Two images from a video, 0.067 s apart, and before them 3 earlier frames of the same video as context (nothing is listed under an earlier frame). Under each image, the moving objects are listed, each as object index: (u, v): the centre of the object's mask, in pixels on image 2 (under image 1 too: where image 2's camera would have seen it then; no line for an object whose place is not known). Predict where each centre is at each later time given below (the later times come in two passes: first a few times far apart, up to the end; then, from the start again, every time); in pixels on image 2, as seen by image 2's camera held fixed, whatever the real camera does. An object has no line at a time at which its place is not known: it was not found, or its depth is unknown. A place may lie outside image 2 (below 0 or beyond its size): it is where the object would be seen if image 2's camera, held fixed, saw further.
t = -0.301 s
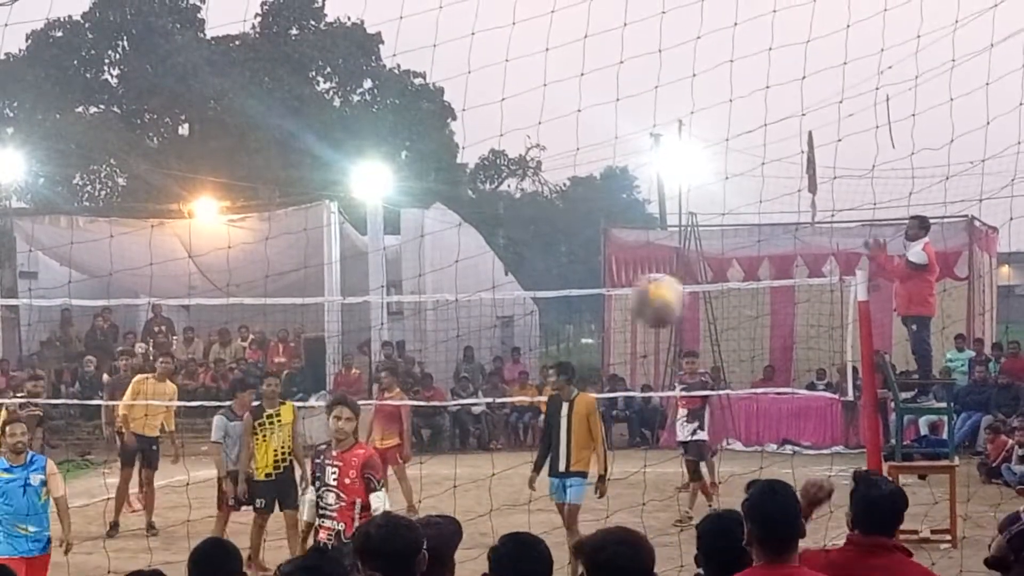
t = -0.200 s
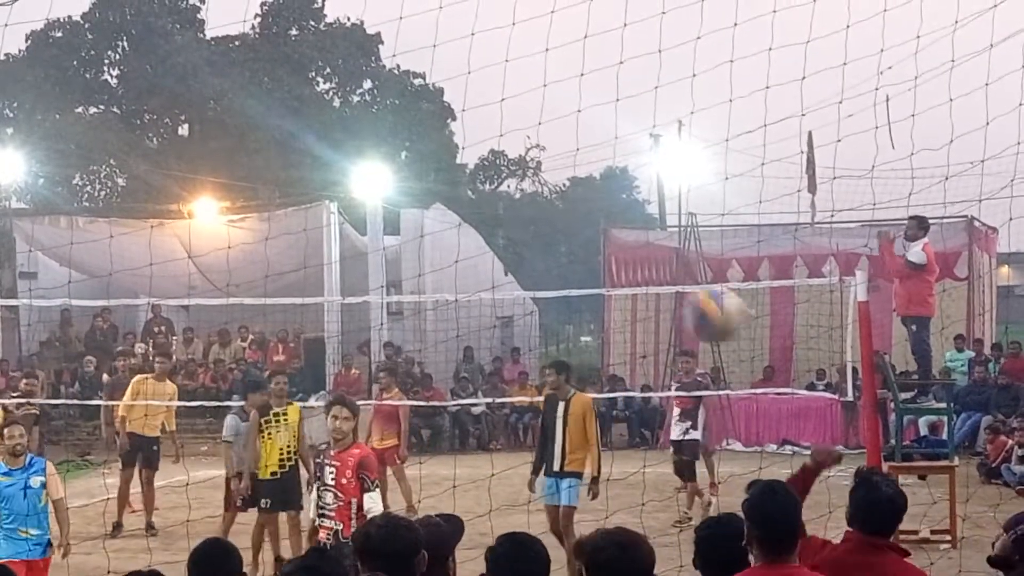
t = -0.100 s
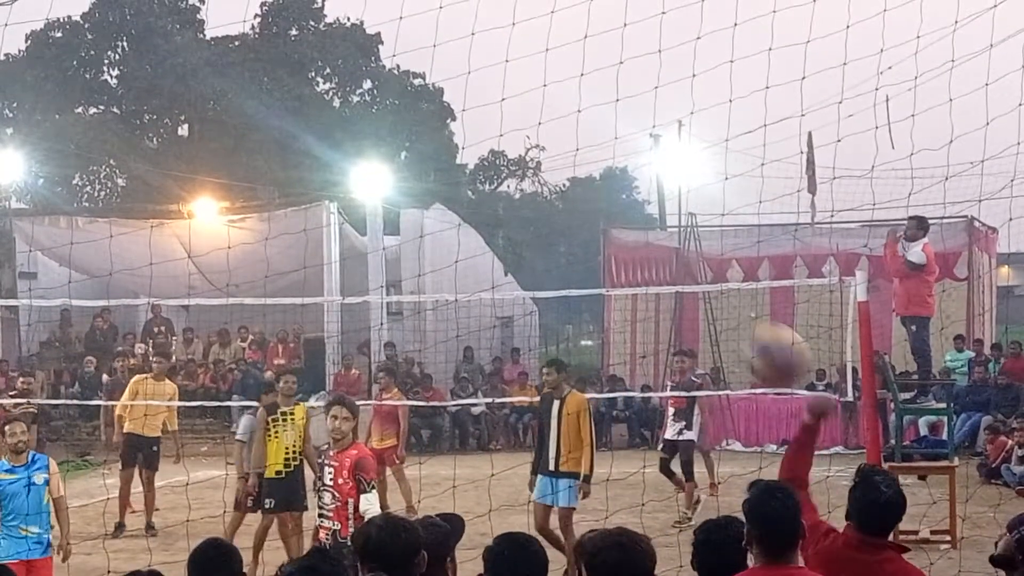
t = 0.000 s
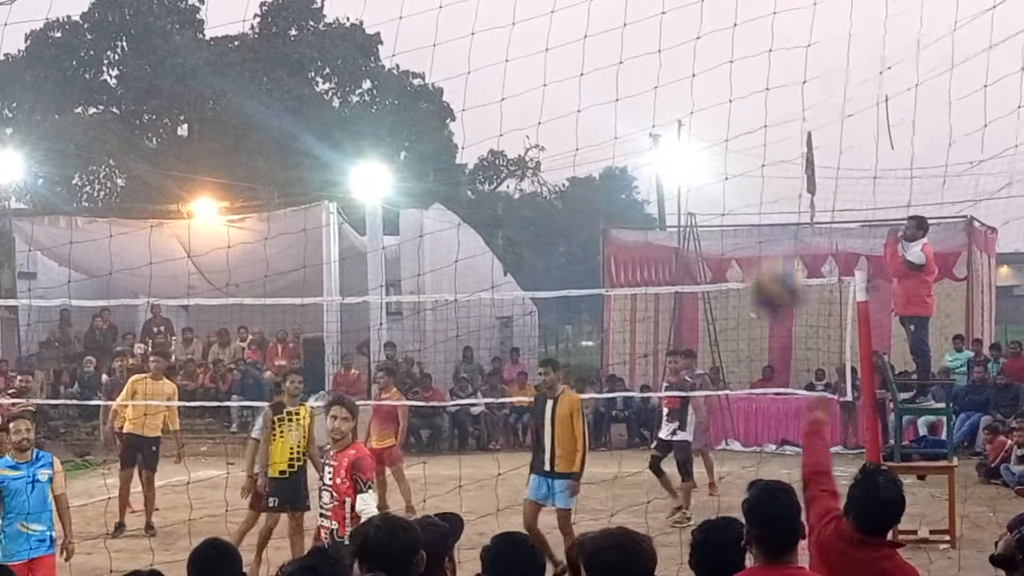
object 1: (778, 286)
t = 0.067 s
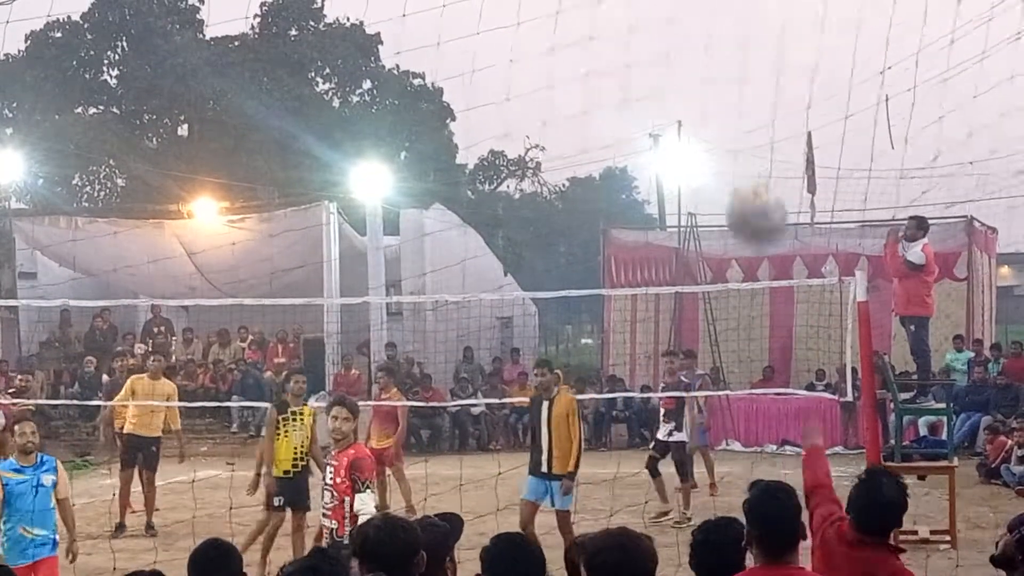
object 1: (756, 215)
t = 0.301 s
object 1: (698, 69)
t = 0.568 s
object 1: (642, 80)
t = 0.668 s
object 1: (624, 130)
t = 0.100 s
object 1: (747, 185)
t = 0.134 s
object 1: (738, 158)
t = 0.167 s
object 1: (731, 133)
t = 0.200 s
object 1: (723, 113)
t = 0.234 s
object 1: (714, 96)
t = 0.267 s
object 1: (705, 81)
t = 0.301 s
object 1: (698, 69)
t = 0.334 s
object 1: (690, 61)
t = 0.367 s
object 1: (684, 54)
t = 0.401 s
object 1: (675, 51)
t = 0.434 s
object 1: (670, 49)
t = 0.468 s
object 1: (662, 53)
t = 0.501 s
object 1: (656, 59)
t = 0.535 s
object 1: (649, 67)
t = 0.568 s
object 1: (642, 80)
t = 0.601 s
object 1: (637, 94)
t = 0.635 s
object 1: (628, 111)
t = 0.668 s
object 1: (624, 130)
